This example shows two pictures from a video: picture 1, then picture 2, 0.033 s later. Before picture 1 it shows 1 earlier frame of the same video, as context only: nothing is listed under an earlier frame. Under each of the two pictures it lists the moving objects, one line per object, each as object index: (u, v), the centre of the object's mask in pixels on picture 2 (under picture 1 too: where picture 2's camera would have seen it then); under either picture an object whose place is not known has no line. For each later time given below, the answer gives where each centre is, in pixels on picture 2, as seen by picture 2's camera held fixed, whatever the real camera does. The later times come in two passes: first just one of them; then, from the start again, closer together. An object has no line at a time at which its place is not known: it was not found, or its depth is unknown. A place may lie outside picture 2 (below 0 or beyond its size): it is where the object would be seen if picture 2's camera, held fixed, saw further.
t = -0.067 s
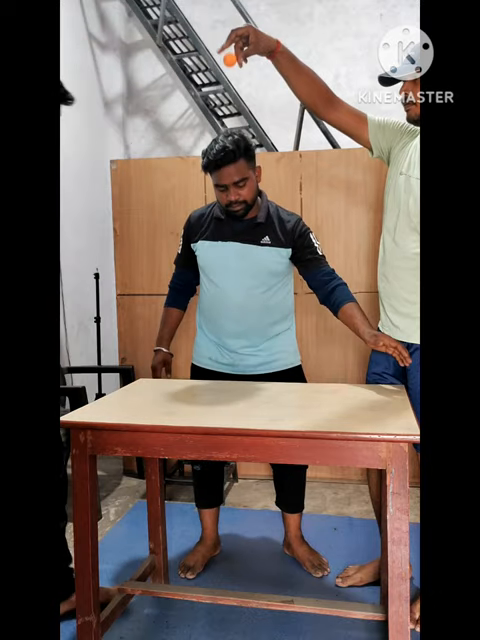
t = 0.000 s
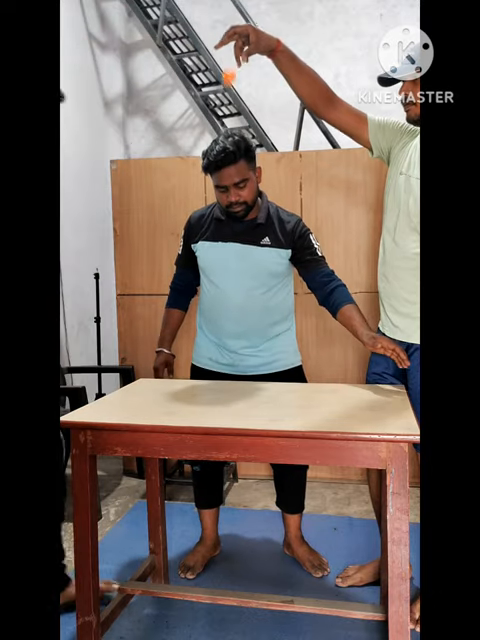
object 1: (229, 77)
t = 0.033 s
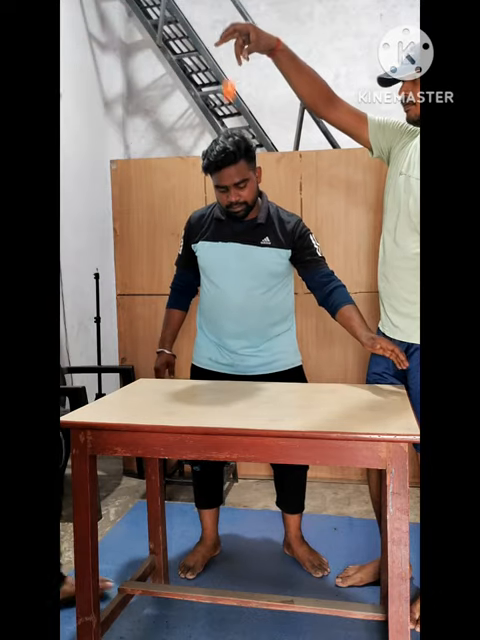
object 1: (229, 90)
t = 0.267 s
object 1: (230, 281)
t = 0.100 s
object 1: (229, 128)
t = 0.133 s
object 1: (229, 152)
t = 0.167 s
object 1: (229, 181)
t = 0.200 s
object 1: (229, 210)
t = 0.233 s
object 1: (229, 242)
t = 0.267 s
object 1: (230, 281)
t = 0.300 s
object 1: (230, 321)
